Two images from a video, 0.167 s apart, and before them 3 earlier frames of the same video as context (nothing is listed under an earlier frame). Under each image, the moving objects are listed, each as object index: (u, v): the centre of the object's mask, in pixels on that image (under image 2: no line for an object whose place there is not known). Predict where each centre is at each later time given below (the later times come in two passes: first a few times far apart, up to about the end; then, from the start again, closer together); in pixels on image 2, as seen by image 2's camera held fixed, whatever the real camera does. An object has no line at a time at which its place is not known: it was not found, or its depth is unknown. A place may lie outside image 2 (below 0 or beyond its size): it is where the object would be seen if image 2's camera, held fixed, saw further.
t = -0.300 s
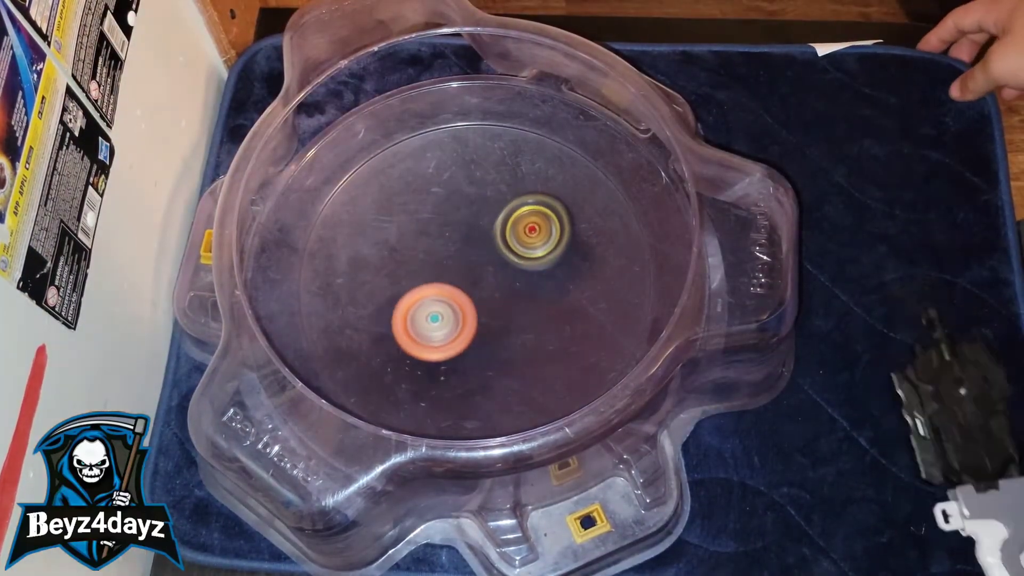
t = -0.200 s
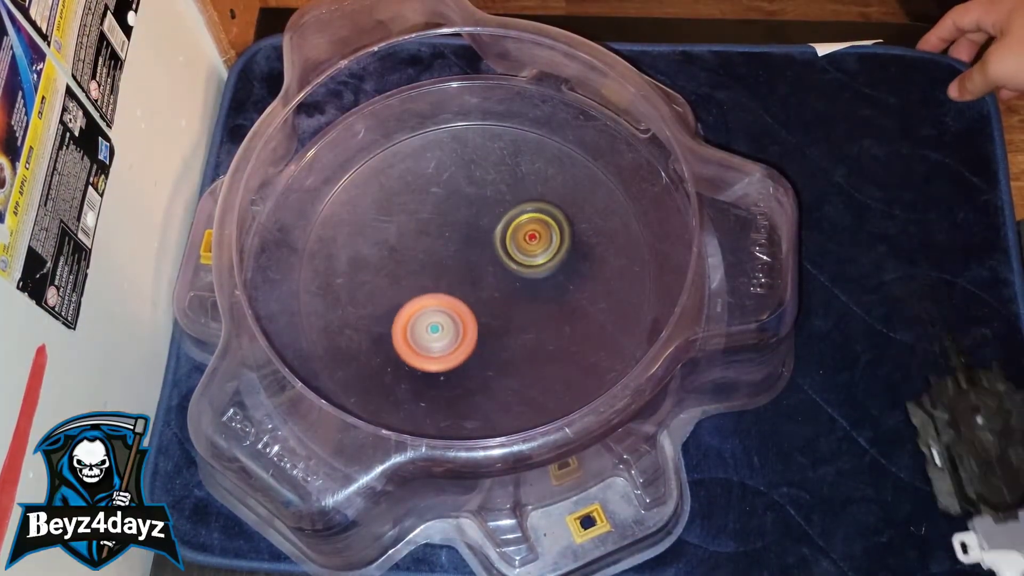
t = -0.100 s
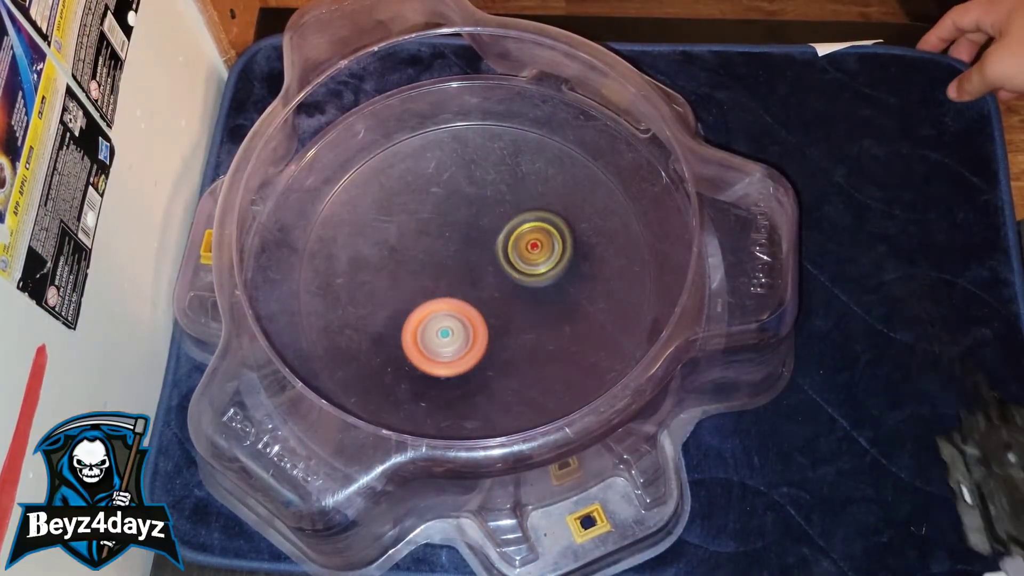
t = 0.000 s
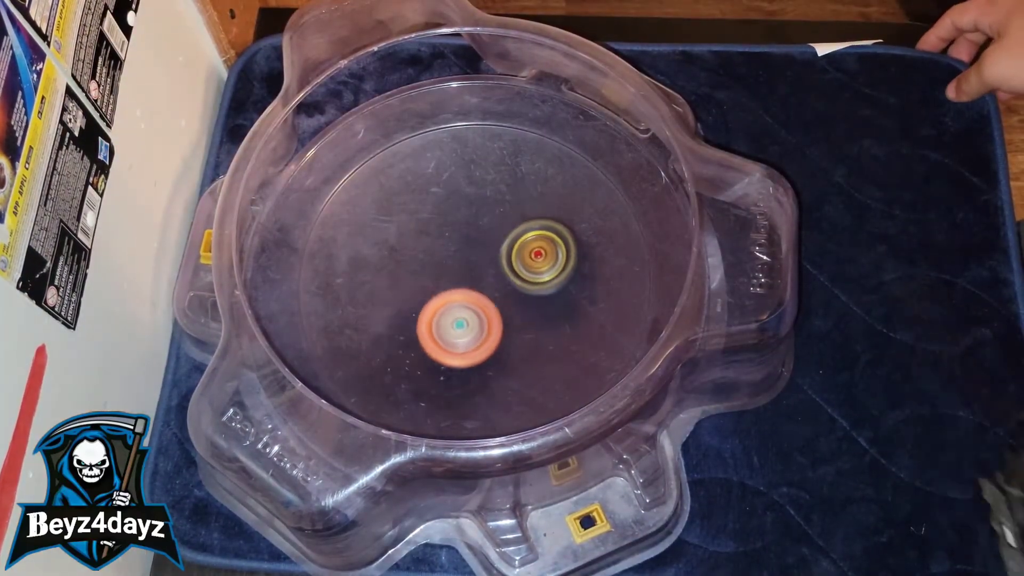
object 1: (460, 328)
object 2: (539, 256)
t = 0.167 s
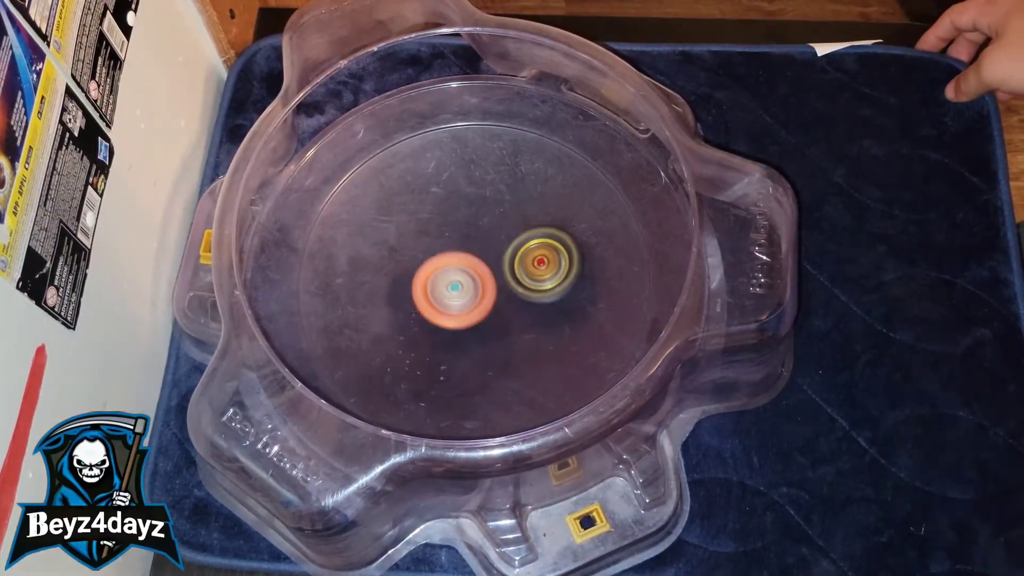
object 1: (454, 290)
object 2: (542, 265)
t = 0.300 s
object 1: (425, 273)
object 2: (534, 271)
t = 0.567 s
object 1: (393, 291)
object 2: (518, 302)
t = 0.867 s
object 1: (433, 270)
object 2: (529, 316)
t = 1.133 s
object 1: (408, 241)
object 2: (497, 293)
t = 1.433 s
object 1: (422, 252)
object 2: (466, 344)
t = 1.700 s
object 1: (453, 230)
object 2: (479, 306)
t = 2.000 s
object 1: (453, 212)
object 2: (429, 317)
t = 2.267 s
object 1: (473, 229)
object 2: (450, 305)
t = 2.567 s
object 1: (502, 221)
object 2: (428, 293)
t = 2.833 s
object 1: (508, 227)
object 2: (428, 280)
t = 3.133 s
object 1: (518, 254)
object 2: (431, 263)
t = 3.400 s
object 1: (526, 272)
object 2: (442, 249)
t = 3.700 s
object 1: (519, 288)
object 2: (454, 235)
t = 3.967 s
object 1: (512, 308)
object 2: (447, 246)
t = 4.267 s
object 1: (491, 320)
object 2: (461, 234)
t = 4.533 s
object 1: (475, 326)
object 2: (470, 232)
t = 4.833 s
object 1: (462, 325)
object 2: (480, 240)
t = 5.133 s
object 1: (447, 316)
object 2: (489, 230)
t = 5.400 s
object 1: (429, 300)
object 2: (481, 233)
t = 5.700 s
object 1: (406, 287)
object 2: (498, 240)
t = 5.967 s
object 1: (415, 279)
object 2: (496, 243)
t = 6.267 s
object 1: (406, 271)
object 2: (533, 243)
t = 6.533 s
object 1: (428, 258)
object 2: (527, 253)
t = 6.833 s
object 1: (441, 237)
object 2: (530, 279)
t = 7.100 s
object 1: (459, 229)
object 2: (512, 292)
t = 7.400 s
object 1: (474, 223)
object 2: (490, 305)
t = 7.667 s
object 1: (489, 230)
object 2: (467, 312)
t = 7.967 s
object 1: (502, 245)
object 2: (456, 324)
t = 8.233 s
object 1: (510, 264)
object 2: (434, 312)
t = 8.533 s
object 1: (512, 279)
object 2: (423, 286)
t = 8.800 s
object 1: (509, 288)
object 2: (427, 269)
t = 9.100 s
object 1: (507, 298)
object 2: (437, 254)
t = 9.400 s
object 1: (502, 306)
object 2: (453, 241)
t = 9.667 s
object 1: (493, 312)
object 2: (465, 235)
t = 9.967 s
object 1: (476, 318)
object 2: (479, 233)
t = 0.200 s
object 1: (448, 284)
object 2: (541, 266)
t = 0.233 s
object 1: (441, 279)
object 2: (539, 267)
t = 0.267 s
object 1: (433, 276)
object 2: (538, 268)
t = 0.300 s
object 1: (425, 273)
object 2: (534, 271)
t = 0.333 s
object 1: (418, 272)
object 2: (532, 273)
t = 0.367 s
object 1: (411, 273)
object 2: (529, 276)
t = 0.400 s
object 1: (404, 274)
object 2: (525, 280)
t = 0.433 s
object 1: (400, 277)
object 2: (523, 284)
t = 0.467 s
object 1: (396, 280)
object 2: (521, 289)
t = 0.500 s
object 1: (394, 283)
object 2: (519, 293)
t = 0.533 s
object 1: (392, 287)
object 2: (519, 297)
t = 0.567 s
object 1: (393, 291)
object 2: (518, 302)
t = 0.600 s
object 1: (394, 294)
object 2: (517, 305)
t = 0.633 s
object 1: (398, 297)
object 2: (517, 308)
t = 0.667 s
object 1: (404, 299)
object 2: (517, 311)
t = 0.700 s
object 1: (412, 300)
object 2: (517, 312)
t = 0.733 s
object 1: (420, 297)
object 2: (518, 313)
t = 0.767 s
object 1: (429, 293)
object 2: (516, 313)
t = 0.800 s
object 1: (434, 286)
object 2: (516, 313)
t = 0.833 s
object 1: (434, 277)
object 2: (524, 315)
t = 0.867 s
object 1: (433, 270)
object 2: (529, 316)
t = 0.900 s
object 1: (432, 264)
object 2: (531, 313)
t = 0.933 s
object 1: (429, 259)
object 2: (531, 309)
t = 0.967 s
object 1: (426, 253)
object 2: (530, 304)
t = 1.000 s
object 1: (422, 249)
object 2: (527, 299)
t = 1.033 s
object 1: (419, 245)
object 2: (522, 296)
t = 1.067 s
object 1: (415, 243)
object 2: (514, 293)
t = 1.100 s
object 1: (412, 242)
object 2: (506, 292)
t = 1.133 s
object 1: (408, 241)
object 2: (497, 293)
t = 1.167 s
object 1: (406, 241)
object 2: (487, 295)
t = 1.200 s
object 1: (405, 241)
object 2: (478, 300)
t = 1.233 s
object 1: (404, 242)
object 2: (470, 305)
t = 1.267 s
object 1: (404, 244)
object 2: (463, 312)
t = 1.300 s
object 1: (405, 246)
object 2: (458, 320)
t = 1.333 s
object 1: (408, 249)
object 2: (457, 328)
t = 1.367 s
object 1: (412, 251)
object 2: (457, 335)
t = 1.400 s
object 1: (417, 252)
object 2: (460, 341)
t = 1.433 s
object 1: (422, 252)
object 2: (466, 344)
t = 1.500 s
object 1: (434, 248)
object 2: (478, 345)
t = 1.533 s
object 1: (438, 246)
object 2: (483, 341)
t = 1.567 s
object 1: (442, 243)
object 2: (488, 335)
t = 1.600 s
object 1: (445, 240)
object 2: (488, 329)
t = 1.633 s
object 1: (448, 237)
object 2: (487, 321)
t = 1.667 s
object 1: (451, 234)
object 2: (484, 314)
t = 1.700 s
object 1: (453, 230)
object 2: (479, 306)
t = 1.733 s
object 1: (456, 226)
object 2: (473, 301)
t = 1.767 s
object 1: (457, 220)
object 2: (466, 300)
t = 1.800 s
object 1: (458, 216)
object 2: (457, 299)
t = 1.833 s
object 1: (458, 214)
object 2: (449, 299)
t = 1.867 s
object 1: (458, 212)
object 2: (443, 300)
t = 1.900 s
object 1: (456, 211)
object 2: (436, 304)
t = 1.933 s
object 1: (455, 210)
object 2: (432, 307)
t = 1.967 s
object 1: (454, 210)
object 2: (430, 312)
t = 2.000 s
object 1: (453, 212)
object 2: (429, 317)
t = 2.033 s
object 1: (453, 216)
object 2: (430, 321)
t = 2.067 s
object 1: (455, 219)
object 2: (431, 323)
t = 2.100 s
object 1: (457, 223)
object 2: (434, 323)
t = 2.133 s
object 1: (460, 226)
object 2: (439, 322)
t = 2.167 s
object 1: (464, 228)
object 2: (445, 319)
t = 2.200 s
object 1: (466, 230)
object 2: (448, 316)
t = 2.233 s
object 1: (469, 231)
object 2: (450, 310)
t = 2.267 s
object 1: (473, 229)
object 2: (450, 305)
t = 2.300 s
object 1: (479, 227)
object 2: (448, 302)
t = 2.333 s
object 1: (483, 227)
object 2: (445, 297)
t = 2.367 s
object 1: (487, 225)
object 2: (441, 294)
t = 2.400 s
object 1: (491, 224)
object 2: (438, 293)
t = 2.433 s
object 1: (494, 223)
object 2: (434, 293)
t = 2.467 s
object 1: (497, 222)
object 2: (432, 293)
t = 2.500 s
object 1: (499, 221)
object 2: (430, 294)
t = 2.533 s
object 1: (501, 221)
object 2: (429, 294)
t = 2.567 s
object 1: (502, 221)
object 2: (428, 293)
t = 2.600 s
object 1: (504, 220)
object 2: (427, 291)
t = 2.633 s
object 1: (505, 221)
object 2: (427, 289)
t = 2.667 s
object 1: (505, 221)
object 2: (427, 286)
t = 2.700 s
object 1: (506, 222)
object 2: (428, 284)
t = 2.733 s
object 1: (506, 223)
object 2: (429, 283)
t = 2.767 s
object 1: (507, 224)
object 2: (429, 282)
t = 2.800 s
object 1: (507, 225)
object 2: (429, 281)
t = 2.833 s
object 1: (508, 227)
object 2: (428, 280)
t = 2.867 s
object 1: (509, 230)
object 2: (427, 278)
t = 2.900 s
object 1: (509, 232)
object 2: (426, 276)
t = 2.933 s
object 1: (510, 235)
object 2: (426, 272)
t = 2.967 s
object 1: (511, 239)
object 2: (426, 270)
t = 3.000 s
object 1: (512, 242)
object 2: (426, 267)
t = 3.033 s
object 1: (514, 245)
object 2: (427, 265)
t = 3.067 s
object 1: (515, 248)
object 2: (429, 263)
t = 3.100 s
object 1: (516, 251)
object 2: (430, 263)
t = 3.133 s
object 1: (518, 254)
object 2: (431, 263)
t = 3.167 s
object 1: (519, 257)
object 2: (430, 262)
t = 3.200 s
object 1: (520, 260)
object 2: (430, 261)
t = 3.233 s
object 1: (522, 263)
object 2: (430, 260)
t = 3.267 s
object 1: (523, 265)
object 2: (430, 257)
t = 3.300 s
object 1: (524, 267)
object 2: (433, 254)
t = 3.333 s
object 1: (525, 269)
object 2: (436, 251)
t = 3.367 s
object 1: (526, 271)
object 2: (440, 249)
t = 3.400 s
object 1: (526, 272)
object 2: (442, 249)
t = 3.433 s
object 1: (526, 274)
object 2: (444, 248)
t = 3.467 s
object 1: (526, 275)
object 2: (446, 246)
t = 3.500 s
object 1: (526, 276)
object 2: (447, 245)
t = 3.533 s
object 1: (525, 278)
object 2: (447, 244)
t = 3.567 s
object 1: (524, 279)
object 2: (448, 242)
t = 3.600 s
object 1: (523, 281)
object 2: (450, 240)
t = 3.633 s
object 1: (521, 282)
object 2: (452, 239)
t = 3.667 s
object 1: (520, 284)
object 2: (453, 237)
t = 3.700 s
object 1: (519, 288)
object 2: (454, 235)
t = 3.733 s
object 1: (520, 293)
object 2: (450, 231)
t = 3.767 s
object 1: (519, 297)
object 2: (447, 229)
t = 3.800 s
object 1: (519, 300)
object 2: (446, 231)
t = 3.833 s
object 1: (518, 302)
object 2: (445, 237)
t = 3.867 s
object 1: (517, 304)
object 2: (443, 241)
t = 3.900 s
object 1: (515, 306)
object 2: (442, 245)
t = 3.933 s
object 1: (514, 307)
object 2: (443, 246)
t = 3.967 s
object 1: (512, 308)
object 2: (447, 246)
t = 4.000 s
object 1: (510, 308)
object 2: (450, 247)
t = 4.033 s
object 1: (508, 309)
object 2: (453, 247)
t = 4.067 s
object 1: (506, 310)
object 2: (456, 246)
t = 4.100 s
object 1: (503, 311)
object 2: (459, 244)
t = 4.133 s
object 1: (500, 312)
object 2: (462, 243)
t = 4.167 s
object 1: (497, 316)
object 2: (464, 239)
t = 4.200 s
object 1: (495, 319)
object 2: (464, 237)
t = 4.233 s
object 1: (493, 320)
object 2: (462, 235)
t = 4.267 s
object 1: (491, 320)
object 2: (461, 234)
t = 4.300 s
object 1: (489, 321)
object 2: (462, 234)
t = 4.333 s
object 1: (487, 320)
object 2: (464, 236)
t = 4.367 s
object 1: (484, 320)
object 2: (465, 239)
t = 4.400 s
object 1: (482, 320)
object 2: (465, 242)
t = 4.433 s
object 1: (480, 320)
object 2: (465, 242)
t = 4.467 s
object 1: (478, 324)
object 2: (466, 237)
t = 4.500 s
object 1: (477, 325)
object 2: (468, 233)
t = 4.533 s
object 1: (475, 326)
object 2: (470, 232)
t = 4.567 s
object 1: (474, 326)
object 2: (470, 235)
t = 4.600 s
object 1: (472, 326)
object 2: (468, 239)
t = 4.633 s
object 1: (471, 325)
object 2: (466, 241)
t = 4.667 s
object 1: (469, 325)
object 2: (465, 240)
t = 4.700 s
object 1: (467, 324)
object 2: (468, 242)
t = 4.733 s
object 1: (466, 324)
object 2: (469, 244)
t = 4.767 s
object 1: (464, 325)
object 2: (470, 243)
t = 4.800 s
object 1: (463, 325)
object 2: (474, 241)
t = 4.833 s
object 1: (462, 325)
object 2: (480, 240)
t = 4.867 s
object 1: (460, 326)
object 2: (484, 240)
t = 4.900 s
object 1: (458, 326)
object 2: (487, 242)
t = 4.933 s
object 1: (456, 325)
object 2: (486, 245)
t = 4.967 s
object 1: (455, 323)
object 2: (484, 248)
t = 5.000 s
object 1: (452, 323)
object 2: (482, 245)
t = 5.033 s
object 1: (450, 323)
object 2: (482, 239)
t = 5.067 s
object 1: (449, 321)
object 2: (486, 233)
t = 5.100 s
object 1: (448, 319)
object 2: (488, 230)
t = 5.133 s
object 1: (447, 316)
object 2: (489, 230)
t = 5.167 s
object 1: (446, 314)
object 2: (488, 234)
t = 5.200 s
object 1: (444, 311)
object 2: (485, 237)
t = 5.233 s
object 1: (442, 310)
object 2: (482, 239)
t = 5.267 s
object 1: (437, 309)
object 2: (481, 236)
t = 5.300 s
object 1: (435, 307)
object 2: (480, 233)
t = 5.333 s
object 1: (433, 305)
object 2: (480, 232)
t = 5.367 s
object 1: (431, 302)
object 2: (480, 232)
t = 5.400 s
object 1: (429, 300)
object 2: (481, 233)
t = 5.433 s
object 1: (427, 297)
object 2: (482, 235)
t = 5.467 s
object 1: (423, 295)
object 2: (483, 237)
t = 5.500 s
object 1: (421, 294)
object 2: (483, 238)
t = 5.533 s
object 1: (419, 292)
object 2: (483, 238)
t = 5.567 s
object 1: (417, 290)
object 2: (484, 240)
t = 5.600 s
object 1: (413, 289)
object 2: (488, 240)
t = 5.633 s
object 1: (409, 288)
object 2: (493, 239)
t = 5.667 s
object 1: (406, 287)
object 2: (496, 239)
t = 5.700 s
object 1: (406, 287)
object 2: (498, 240)
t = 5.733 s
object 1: (406, 287)
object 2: (498, 241)
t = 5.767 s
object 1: (407, 286)
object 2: (498, 242)
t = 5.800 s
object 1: (408, 285)
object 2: (497, 242)
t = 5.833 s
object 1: (409, 284)
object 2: (496, 242)
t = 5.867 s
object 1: (410, 283)
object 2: (496, 242)
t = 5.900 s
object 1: (412, 281)
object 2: (496, 242)
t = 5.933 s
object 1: (413, 280)
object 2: (496, 242)
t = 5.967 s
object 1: (415, 279)
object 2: (496, 243)
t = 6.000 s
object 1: (417, 278)
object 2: (496, 244)
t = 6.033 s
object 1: (418, 277)
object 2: (496, 246)
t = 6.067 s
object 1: (410, 277)
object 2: (509, 244)
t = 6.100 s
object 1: (404, 276)
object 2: (520, 244)
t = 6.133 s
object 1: (403, 275)
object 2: (525, 244)
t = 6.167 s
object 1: (403, 274)
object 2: (528, 243)
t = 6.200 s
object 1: (403, 273)
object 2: (531, 244)
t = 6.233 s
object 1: (404, 272)
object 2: (532, 243)
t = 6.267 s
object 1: (406, 271)
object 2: (533, 243)
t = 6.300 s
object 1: (407, 270)
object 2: (534, 243)
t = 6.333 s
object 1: (409, 269)
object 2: (534, 244)
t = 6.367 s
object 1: (412, 267)
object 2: (534, 244)
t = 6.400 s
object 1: (415, 265)
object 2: (533, 245)
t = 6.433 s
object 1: (418, 264)
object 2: (532, 246)
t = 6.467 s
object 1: (421, 262)
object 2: (530, 248)
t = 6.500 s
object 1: (424, 260)
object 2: (529, 251)
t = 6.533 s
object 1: (428, 258)
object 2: (527, 253)
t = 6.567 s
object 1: (431, 255)
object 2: (525, 256)
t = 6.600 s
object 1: (434, 254)
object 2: (523, 259)
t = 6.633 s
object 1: (437, 251)
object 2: (521, 262)
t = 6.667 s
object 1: (435, 246)
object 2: (527, 268)
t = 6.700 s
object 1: (435, 244)
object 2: (530, 272)
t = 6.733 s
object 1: (436, 242)
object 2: (530, 275)
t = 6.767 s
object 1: (437, 240)
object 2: (530, 277)
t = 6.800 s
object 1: (439, 239)
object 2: (530, 278)
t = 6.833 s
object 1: (441, 237)
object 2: (530, 279)
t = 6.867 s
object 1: (443, 236)
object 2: (528, 281)
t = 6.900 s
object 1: (445, 235)
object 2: (527, 282)
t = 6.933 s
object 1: (447, 235)
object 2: (525, 283)
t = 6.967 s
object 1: (450, 234)
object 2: (522, 284)
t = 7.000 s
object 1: (452, 233)
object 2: (519, 285)
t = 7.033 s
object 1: (455, 232)
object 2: (516, 286)
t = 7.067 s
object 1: (457, 231)
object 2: (513, 288)
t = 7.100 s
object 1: (459, 229)
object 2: (512, 292)
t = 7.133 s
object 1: (461, 227)
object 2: (509, 295)
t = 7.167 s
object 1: (462, 226)
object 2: (507, 298)
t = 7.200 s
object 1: (465, 225)
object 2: (505, 299)
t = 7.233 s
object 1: (466, 224)
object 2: (503, 301)
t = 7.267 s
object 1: (468, 224)
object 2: (501, 302)
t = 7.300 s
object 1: (469, 223)
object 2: (498, 303)
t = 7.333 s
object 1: (471, 223)
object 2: (495, 304)
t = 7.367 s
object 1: (473, 223)
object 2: (493, 305)
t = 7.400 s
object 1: (474, 223)
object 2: (490, 305)
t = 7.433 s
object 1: (476, 224)
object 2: (487, 306)
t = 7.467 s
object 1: (477, 225)
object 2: (485, 307)
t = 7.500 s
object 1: (479, 226)
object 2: (482, 307)
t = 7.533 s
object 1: (481, 227)
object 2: (479, 307)
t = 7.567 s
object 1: (482, 228)
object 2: (476, 307)
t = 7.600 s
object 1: (484, 229)
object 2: (473, 307)
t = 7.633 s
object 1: (486, 230)
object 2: (470, 308)
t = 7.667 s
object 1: (489, 230)
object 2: (467, 312)
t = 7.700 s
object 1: (490, 231)
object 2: (465, 314)
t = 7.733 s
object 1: (492, 232)
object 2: (464, 316)
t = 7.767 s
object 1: (494, 234)
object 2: (464, 317)
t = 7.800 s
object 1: (495, 235)
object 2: (463, 319)
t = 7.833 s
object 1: (497, 236)
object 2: (463, 321)
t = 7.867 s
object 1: (498, 238)
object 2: (461, 322)
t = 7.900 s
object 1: (500, 240)
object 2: (460, 323)
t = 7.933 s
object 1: (501, 243)
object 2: (458, 324)
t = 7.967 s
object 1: (502, 245)
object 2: (456, 324)
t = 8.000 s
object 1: (503, 247)
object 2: (453, 324)
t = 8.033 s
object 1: (505, 249)
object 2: (449, 324)
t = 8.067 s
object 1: (506, 252)
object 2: (446, 323)
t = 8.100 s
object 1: (507, 254)
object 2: (443, 321)
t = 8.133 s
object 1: (508, 257)
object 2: (440, 319)
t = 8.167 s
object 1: (509, 259)
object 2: (438, 317)
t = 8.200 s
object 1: (509, 262)
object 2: (436, 315)
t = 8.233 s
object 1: (510, 264)
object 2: (434, 312)
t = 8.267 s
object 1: (511, 266)
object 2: (432, 309)
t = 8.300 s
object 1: (511, 269)
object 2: (430, 306)
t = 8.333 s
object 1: (512, 270)
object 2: (429, 304)
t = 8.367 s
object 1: (511, 272)
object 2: (428, 300)
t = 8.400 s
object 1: (511, 272)
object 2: (427, 297)
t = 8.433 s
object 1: (511, 274)
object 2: (426, 294)
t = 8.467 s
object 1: (511, 275)
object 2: (426, 291)
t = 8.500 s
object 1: (512, 277)
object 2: (424, 288)
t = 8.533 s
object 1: (512, 279)
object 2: (423, 286)
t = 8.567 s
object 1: (512, 280)
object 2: (423, 283)
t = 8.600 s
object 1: (511, 281)
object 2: (422, 281)
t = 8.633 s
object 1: (511, 283)
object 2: (423, 279)
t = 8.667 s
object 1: (510, 283)
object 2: (423, 277)
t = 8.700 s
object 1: (509, 285)
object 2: (425, 275)
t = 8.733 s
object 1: (510, 286)
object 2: (424, 273)
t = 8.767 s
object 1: (509, 288)
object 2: (425, 270)
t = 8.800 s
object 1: (509, 288)
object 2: (427, 269)
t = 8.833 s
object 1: (509, 290)
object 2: (428, 267)
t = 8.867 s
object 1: (509, 291)
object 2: (428, 265)
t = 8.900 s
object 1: (509, 292)
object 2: (429, 263)
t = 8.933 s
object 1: (508, 293)
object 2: (431, 262)
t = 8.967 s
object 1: (508, 294)
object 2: (433, 261)
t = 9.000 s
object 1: (507, 295)
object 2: (434, 259)
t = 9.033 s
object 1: (507, 297)
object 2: (435, 257)
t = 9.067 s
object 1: (507, 298)
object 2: (435, 255)
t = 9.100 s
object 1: (507, 298)
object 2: (437, 254)
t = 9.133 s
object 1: (507, 299)
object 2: (440, 253)
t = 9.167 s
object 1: (506, 300)
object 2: (441, 251)
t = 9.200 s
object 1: (506, 301)
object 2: (442, 250)
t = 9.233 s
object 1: (505, 301)
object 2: (444, 249)
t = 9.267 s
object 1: (505, 303)
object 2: (446, 247)
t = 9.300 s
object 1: (504, 303)
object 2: (447, 245)
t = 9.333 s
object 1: (503, 304)
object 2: (450, 244)
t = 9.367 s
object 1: (502, 304)
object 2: (452, 243)
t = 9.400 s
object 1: (502, 306)
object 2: (453, 241)
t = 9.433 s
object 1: (500, 306)
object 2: (455, 240)
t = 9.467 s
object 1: (500, 307)
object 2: (457, 240)
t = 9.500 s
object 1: (498, 307)
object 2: (458, 239)
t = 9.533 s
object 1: (497, 309)
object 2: (459, 237)
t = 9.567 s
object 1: (496, 311)
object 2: (460, 235)
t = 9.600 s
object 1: (495, 311)
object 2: (462, 235)
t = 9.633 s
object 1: (494, 312)
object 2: (463, 235)
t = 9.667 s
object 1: (493, 312)
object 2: (465, 235)
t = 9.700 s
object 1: (492, 312)
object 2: (466, 235)
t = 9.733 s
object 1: (490, 312)
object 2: (468, 236)
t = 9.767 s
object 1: (488, 313)
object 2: (469, 236)
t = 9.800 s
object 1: (486, 315)
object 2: (471, 233)
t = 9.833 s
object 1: (484, 316)
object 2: (473, 232)
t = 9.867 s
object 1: (482, 317)
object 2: (474, 232)
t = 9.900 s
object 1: (480, 317)
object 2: (476, 232)
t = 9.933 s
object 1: (478, 317)
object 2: (477, 232)
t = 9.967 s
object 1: (476, 318)
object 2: (479, 233)
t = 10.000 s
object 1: (474, 317)
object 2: (479, 234)
